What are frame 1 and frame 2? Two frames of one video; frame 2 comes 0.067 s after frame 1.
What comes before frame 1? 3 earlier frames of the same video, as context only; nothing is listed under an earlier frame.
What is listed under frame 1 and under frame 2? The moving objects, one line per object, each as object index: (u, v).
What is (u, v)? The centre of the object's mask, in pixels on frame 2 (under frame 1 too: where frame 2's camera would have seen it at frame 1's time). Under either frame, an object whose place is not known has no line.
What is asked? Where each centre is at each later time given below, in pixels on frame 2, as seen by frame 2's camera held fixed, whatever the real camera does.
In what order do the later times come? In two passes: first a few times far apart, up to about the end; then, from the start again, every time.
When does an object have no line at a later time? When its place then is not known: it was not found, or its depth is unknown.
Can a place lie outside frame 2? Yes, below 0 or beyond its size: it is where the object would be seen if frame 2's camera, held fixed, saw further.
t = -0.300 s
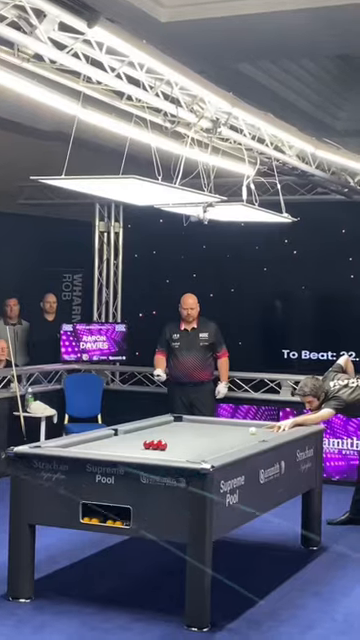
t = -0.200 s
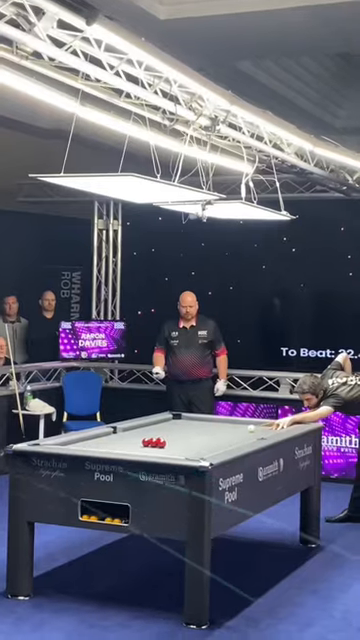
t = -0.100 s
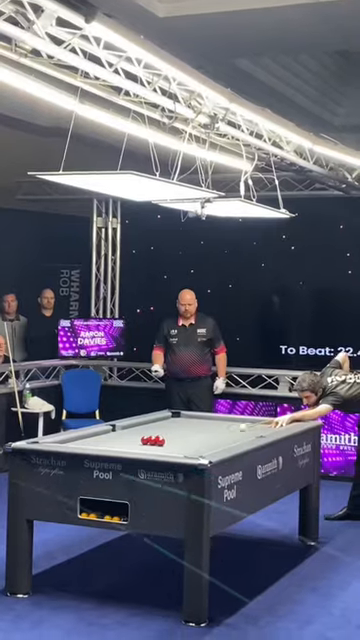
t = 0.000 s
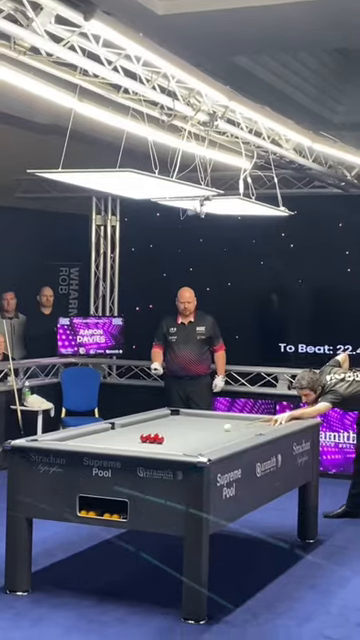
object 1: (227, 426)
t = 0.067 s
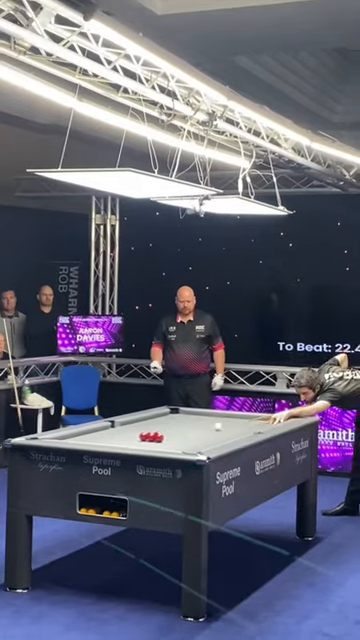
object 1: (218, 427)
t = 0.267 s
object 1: (193, 430)
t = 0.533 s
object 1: (165, 434)
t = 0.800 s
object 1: (166, 435)
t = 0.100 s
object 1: (213, 427)
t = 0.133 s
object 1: (210, 428)
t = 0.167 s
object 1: (206, 428)
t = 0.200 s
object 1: (201, 429)
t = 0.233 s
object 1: (197, 430)
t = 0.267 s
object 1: (193, 430)
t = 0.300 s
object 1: (189, 431)
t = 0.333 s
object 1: (184, 432)
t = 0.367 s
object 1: (181, 432)
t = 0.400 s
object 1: (176, 433)
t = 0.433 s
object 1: (172, 433)
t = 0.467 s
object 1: (167, 434)
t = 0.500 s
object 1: (164, 433)
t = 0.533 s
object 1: (165, 434)
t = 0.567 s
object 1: (165, 434)
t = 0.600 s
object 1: (166, 434)
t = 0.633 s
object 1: (166, 434)
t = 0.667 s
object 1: (166, 434)
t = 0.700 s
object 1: (166, 434)
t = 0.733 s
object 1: (166, 435)
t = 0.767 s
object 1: (167, 435)
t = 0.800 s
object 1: (166, 435)
